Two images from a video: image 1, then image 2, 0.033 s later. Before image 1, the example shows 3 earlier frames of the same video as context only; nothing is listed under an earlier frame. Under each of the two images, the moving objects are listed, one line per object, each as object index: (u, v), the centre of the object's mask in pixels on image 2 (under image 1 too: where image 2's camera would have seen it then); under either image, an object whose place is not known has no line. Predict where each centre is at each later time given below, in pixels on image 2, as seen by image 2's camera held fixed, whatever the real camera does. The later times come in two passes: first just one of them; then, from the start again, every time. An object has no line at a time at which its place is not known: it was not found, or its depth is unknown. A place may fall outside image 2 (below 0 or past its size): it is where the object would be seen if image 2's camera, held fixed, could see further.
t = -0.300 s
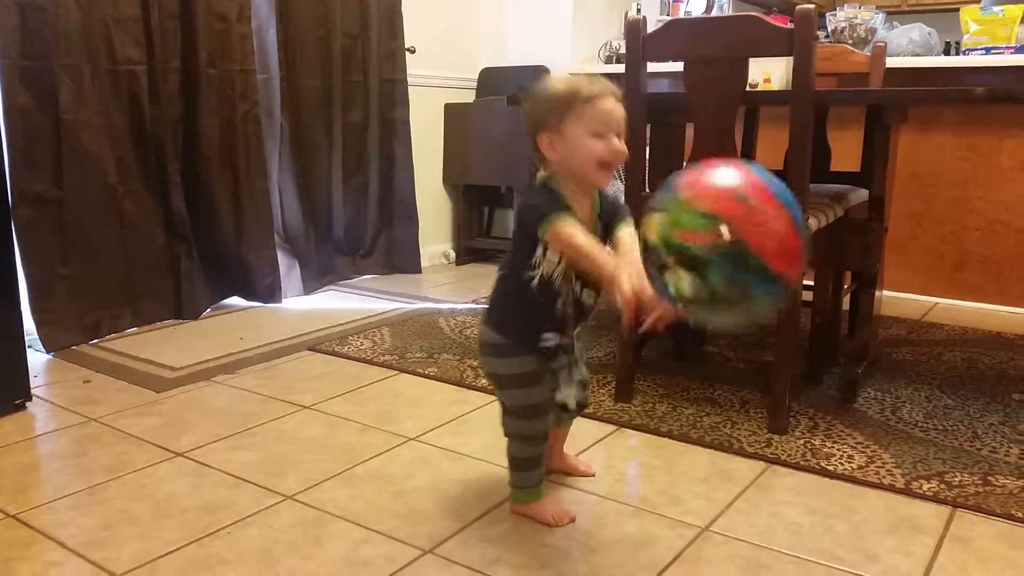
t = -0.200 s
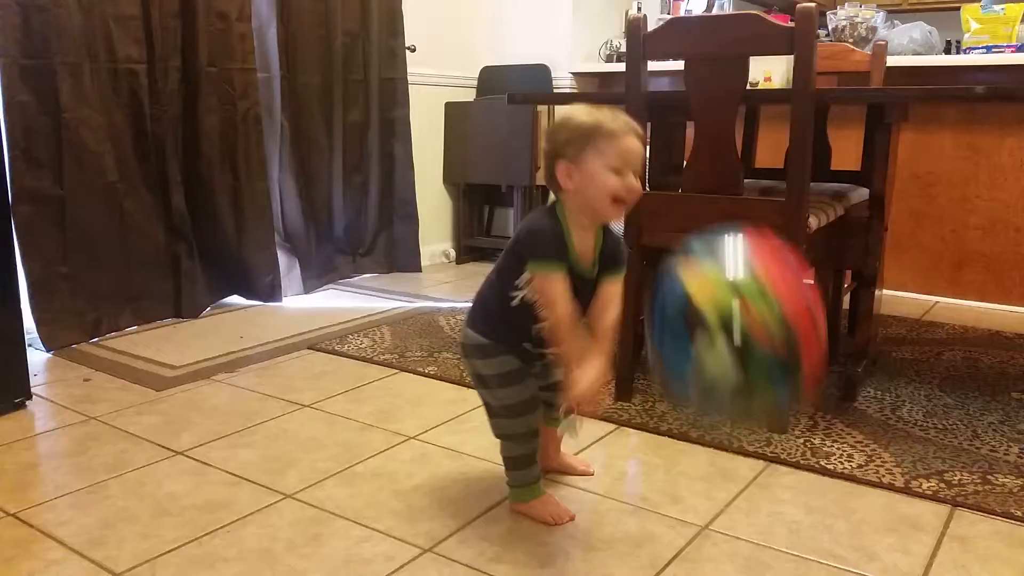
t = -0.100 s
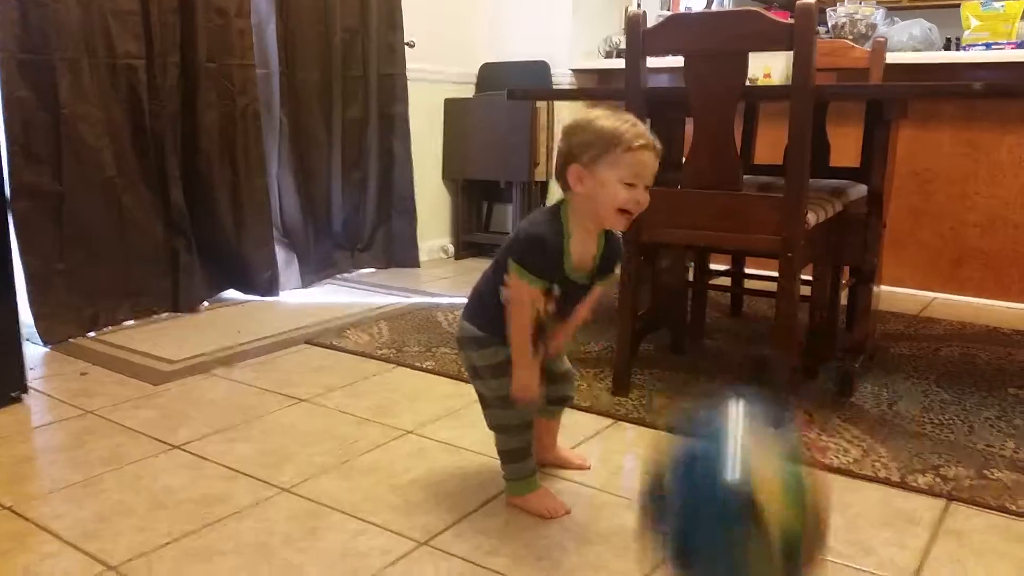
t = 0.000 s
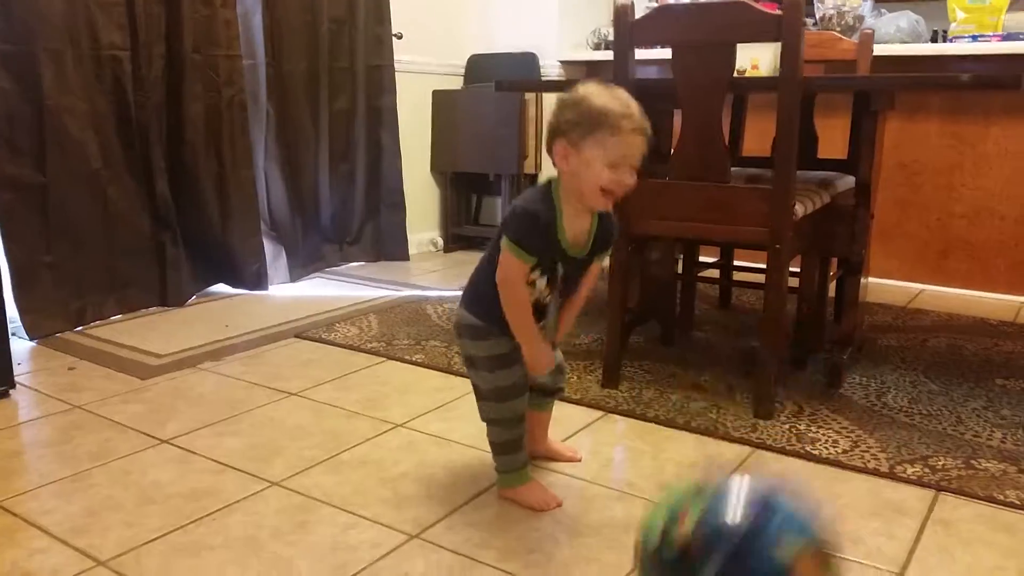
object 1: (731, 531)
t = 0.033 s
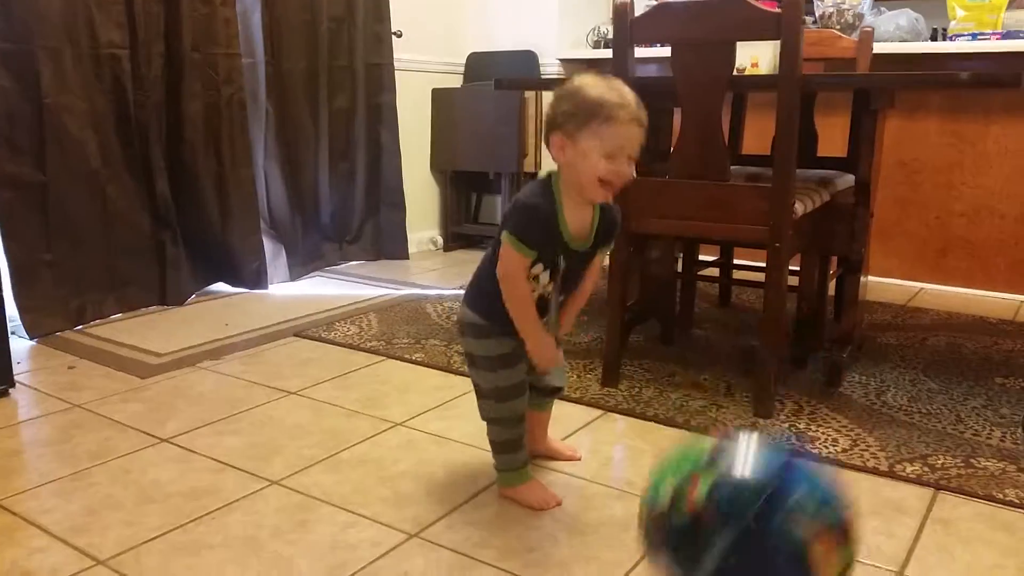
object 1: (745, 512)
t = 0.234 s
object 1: (823, 440)
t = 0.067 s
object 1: (759, 484)
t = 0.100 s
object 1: (773, 463)
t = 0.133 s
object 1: (785, 446)
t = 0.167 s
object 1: (798, 435)
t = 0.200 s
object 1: (811, 433)
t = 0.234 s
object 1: (823, 440)
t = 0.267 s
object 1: (835, 453)
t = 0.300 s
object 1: (847, 470)
